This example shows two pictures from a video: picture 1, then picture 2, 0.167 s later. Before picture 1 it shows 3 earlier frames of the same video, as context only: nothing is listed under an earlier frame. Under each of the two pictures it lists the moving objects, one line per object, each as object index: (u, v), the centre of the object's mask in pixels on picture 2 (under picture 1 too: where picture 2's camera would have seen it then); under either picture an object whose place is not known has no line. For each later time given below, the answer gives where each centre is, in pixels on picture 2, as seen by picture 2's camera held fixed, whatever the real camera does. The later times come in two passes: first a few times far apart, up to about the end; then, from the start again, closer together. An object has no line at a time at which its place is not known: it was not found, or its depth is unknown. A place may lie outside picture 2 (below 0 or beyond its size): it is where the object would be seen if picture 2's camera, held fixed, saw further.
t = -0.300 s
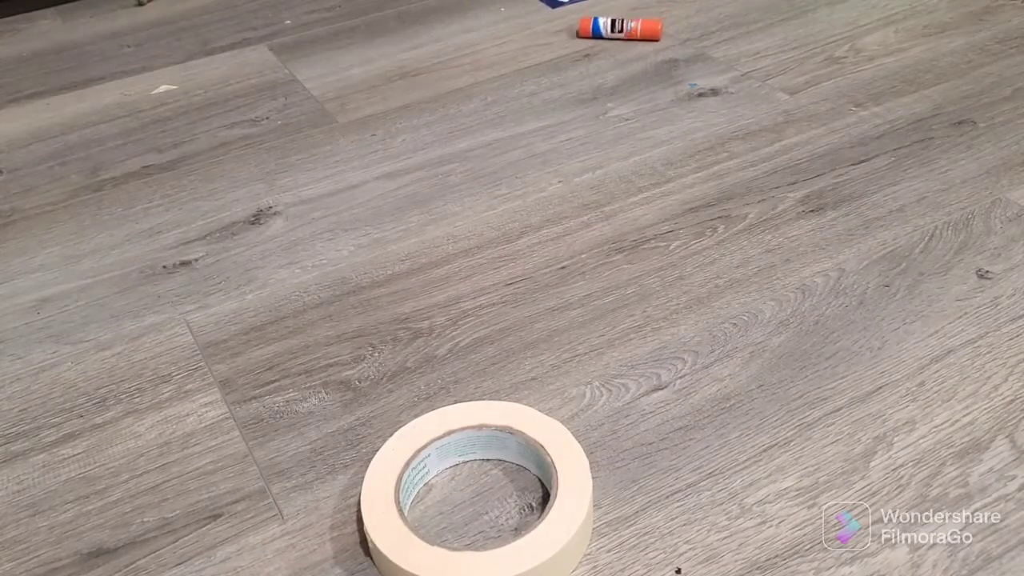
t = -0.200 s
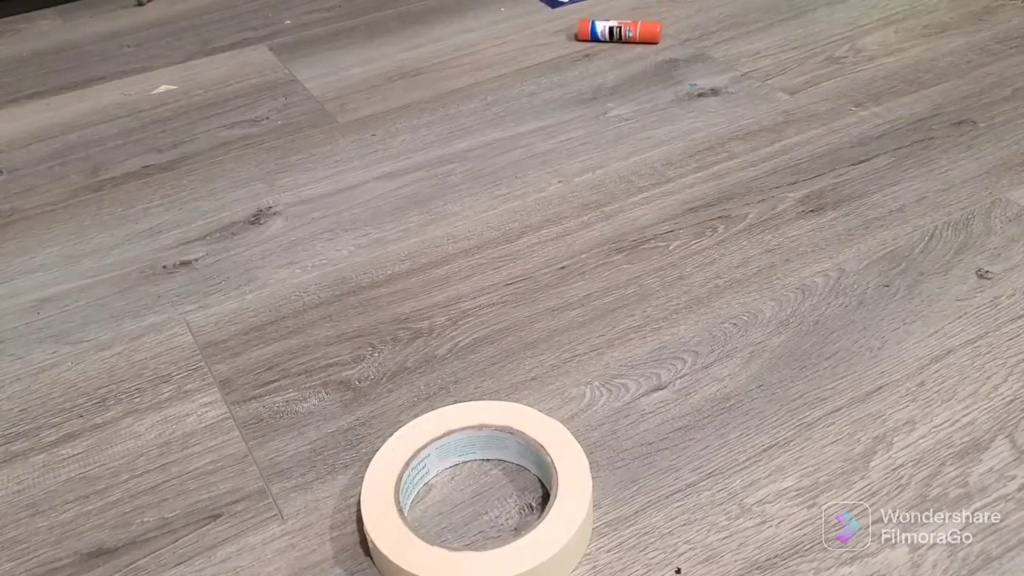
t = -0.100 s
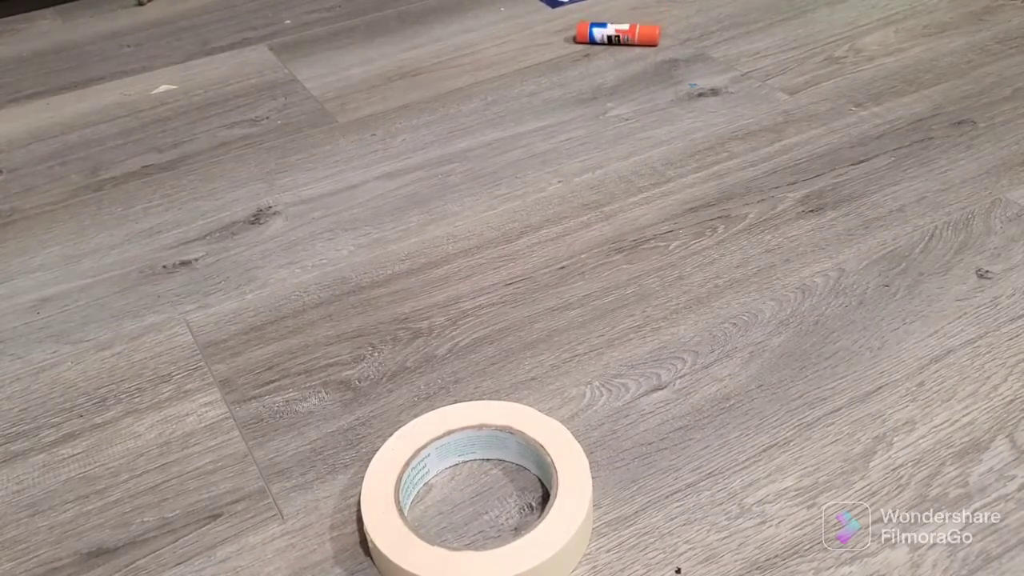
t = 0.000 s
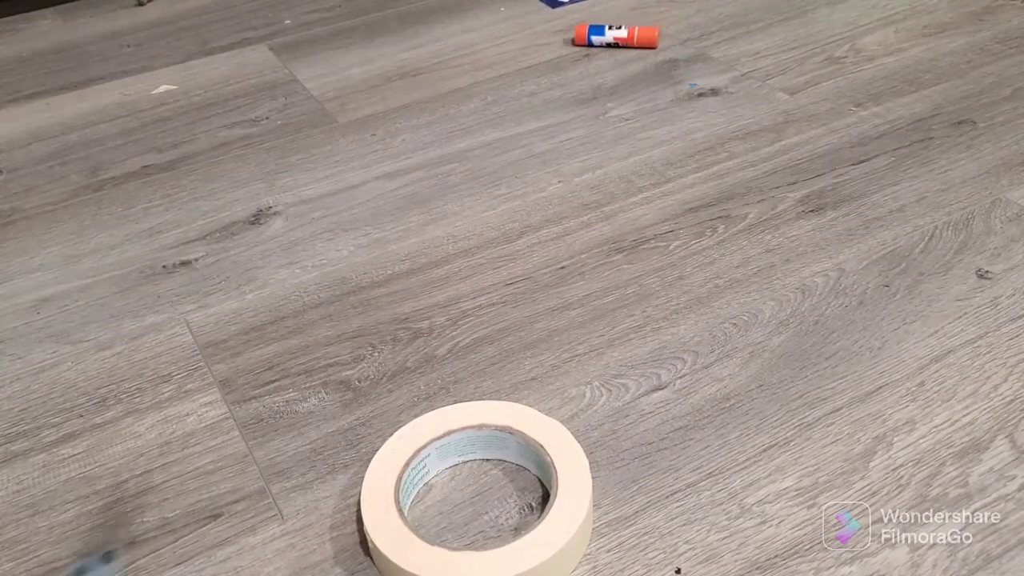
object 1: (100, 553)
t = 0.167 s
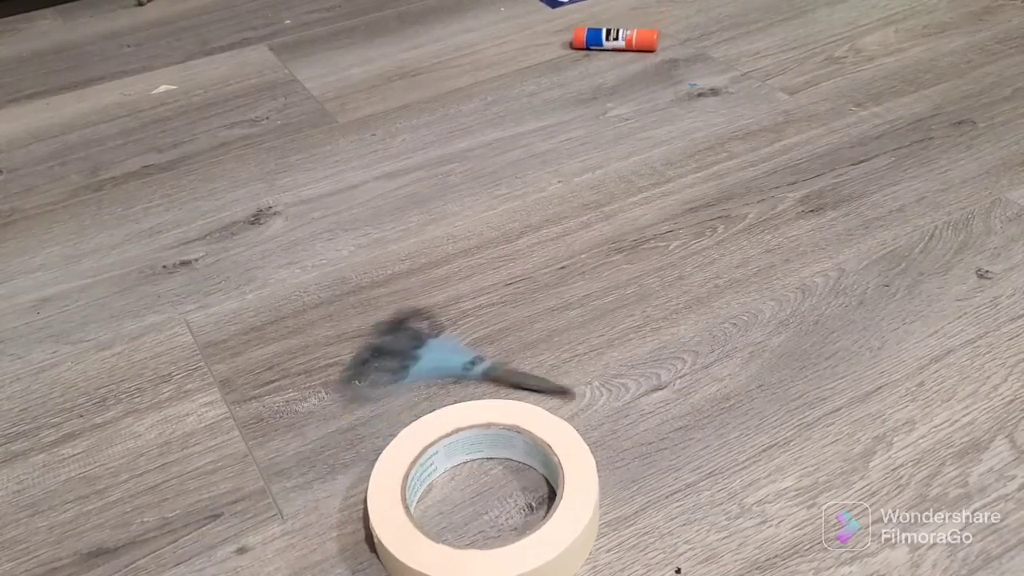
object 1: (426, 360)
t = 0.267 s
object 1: (583, 282)
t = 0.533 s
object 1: (652, 191)
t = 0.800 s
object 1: (705, 209)
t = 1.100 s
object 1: (640, 197)
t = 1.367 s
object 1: (642, 191)
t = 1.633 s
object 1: (642, 191)
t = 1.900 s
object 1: (642, 191)
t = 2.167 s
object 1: (642, 191)
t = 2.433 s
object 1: (641, 191)
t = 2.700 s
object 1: (641, 191)
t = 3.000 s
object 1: (641, 191)
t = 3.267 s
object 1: (641, 191)
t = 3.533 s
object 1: (641, 191)
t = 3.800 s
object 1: (642, 191)
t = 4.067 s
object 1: (642, 191)
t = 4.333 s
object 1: (642, 191)
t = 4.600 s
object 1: (641, 191)
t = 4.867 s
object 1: (641, 191)
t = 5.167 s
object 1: (641, 191)
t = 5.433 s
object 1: (641, 191)
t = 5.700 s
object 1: (642, 191)
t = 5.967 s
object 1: (641, 191)
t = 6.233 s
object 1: (641, 191)
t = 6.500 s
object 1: (641, 191)
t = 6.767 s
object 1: (642, 191)
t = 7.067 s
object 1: (641, 191)
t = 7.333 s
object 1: (642, 191)
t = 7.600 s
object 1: (641, 191)
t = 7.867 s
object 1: (641, 191)
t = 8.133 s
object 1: (641, 191)
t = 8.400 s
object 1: (641, 191)
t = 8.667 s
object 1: (641, 191)
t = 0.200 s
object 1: (480, 323)
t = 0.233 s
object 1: (535, 297)
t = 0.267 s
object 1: (583, 282)
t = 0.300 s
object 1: (608, 274)
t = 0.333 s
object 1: (633, 269)
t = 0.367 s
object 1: (639, 265)
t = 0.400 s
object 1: (630, 256)
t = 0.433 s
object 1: (627, 236)
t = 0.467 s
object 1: (627, 219)
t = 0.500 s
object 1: (644, 202)
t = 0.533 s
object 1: (652, 191)
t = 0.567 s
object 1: (666, 181)
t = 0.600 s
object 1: (685, 176)
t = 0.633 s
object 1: (702, 179)
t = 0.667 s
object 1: (711, 184)
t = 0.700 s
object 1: (714, 190)
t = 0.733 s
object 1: (716, 196)
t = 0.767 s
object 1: (714, 203)
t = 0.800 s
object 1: (705, 209)
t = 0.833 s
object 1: (693, 214)
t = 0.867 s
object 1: (680, 216)
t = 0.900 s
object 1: (668, 216)
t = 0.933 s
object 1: (656, 213)
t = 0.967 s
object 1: (650, 210)
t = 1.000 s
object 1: (645, 206)
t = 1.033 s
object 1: (642, 203)
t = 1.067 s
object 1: (637, 201)
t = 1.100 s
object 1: (640, 197)
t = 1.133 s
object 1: (641, 195)
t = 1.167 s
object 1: (637, 194)
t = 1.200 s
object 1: (636, 193)
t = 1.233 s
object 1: (641, 192)
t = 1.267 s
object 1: (642, 191)
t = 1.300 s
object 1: (642, 191)
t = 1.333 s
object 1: (642, 191)
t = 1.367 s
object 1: (642, 191)
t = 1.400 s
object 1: (641, 191)
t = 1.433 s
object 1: (641, 191)
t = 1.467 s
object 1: (641, 191)
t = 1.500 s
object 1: (641, 191)
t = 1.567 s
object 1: (642, 191)
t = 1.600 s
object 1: (642, 191)
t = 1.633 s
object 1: (642, 191)
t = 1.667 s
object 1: (641, 191)
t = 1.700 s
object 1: (641, 191)
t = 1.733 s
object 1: (642, 191)
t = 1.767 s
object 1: (642, 191)
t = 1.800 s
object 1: (641, 191)
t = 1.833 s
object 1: (642, 191)
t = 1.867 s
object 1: (642, 191)
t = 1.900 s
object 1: (642, 191)
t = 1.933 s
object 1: (642, 191)
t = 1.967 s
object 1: (642, 191)
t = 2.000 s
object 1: (642, 191)
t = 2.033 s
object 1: (642, 191)
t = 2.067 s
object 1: (642, 191)
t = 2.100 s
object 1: (641, 191)
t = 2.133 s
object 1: (642, 191)
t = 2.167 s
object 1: (642, 191)
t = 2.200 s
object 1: (642, 191)
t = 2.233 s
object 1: (641, 191)
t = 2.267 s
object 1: (642, 191)
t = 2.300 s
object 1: (641, 191)
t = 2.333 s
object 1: (641, 191)
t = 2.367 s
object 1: (641, 191)
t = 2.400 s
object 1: (641, 191)
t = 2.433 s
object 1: (641, 191)
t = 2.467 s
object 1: (641, 191)
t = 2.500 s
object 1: (641, 191)
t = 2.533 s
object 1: (641, 191)
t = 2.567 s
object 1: (641, 191)
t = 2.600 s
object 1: (641, 191)
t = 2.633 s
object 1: (641, 191)
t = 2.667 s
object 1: (641, 191)
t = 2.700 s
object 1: (641, 191)
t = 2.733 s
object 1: (641, 191)
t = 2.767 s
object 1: (641, 191)
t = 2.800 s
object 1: (641, 191)
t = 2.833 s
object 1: (641, 191)
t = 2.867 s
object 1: (641, 191)
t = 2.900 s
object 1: (641, 191)
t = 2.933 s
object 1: (641, 191)
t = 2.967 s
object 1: (641, 191)
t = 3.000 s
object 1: (641, 191)
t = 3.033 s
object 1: (641, 191)
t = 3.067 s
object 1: (641, 191)
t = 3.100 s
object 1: (641, 191)
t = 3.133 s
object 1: (641, 191)
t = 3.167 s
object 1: (641, 191)
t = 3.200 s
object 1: (641, 191)
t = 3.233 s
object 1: (641, 191)
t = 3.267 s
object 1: (641, 191)
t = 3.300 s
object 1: (641, 191)
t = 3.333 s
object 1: (641, 191)
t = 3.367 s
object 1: (642, 191)
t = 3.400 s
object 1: (641, 191)
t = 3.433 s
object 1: (641, 191)
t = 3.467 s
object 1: (641, 191)
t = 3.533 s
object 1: (641, 191)
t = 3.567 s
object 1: (641, 191)
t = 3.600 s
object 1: (642, 191)
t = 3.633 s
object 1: (642, 191)
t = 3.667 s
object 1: (641, 191)
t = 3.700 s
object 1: (642, 191)
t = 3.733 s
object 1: (642, 191)
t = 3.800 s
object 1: (642, 191)
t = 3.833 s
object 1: (642, 191)
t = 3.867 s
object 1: (642, 191)
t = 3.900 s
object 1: (642, 191)
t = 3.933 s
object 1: (642, 191)
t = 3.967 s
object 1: (642, 191)
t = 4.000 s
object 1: (642, 191)
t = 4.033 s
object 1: (642, 191)
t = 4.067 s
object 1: (642, 191)
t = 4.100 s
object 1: (642, 191)
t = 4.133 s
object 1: (642, 191)
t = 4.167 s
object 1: (641, 191)
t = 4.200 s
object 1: (641, 191)
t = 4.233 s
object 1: (641, 191)
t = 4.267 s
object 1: (641, 191)
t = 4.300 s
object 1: (642, 191)
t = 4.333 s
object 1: (642, 191)
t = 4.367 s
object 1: (642, 191)
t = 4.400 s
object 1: (642, 191)
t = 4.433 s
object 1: (641, 191)
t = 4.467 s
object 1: (641, 191)
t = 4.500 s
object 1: (641, 191)
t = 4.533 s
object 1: (641, 191)
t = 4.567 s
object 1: (641, 191)
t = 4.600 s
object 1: (641, 191)
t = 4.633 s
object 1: (641, 191)
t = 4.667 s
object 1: (641, 191)
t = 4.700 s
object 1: (641, 191)
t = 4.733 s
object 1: (641, 191)
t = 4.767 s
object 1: (641, 191)
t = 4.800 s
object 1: (641, 191)
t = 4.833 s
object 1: (642, 191)
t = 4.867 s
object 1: (641, 191)
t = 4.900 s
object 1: (641, 191)
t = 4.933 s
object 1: (641, 191)
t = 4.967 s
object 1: (641, 191)
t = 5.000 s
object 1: (641, 191)
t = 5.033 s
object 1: (641, 191)
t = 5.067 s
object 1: (641, 191)
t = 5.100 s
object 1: (641, 191)
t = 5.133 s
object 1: (641, 191)
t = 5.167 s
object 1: (641, 191)
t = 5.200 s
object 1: (641, 191)
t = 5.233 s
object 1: (641, 191)
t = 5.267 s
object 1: (641, 191)
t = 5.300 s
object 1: (641, 191)
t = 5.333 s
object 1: (642, 191)
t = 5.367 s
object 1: (641, 191)
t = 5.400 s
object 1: (641, 191)
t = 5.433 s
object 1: (641, 191)
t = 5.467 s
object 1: (641, 191)
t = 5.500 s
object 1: (641, 191)
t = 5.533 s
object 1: (641, 191)
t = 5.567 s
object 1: (641, 191)
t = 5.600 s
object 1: (641, 191)
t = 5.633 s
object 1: (641, 191)
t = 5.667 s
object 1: (641, 191)
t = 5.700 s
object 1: (642, 191)
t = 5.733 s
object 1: (642, 191)
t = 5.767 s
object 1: (641, 191)
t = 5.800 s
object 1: (641, 191)
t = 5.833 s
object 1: (642, 191)
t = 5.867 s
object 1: (642, 191)
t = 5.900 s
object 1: (642, 191)
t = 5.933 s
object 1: (641, 191)
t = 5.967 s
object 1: (641, 191)
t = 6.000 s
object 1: (641, 191)
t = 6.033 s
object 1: (641, 191)
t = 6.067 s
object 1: (642, 191)
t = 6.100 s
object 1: (641, 191)
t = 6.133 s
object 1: (641, 191)
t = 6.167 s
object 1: (641, 191)
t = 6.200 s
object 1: (641, 191)
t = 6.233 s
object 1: (641, 191)
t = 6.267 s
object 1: (641, 191)
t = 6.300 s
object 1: (641, 191)
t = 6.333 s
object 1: (641, 191)
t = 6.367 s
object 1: (641, 191)
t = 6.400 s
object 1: (641, 191)
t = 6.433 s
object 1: (641, 191)
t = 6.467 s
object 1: (641, 191)
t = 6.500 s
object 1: (641, 191)
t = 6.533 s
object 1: (641, 191)
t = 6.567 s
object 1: (641, 191)
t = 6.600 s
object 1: (641, 191)
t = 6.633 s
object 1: (641, 191)
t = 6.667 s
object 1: (641, 191)
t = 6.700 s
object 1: (641, 191)
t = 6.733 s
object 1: (641, 191)
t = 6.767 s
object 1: (642, 191)
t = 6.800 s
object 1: (641, 191)
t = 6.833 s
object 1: (641, 191)
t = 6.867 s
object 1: (641, 191)
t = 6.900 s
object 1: (641, 191)
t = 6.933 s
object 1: (641, 191)
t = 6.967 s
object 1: (641, 191)
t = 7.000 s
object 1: (641, 191)
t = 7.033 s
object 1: (641, 191)
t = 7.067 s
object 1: (641, 191)
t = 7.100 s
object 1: (641, 191)
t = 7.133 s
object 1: (641, 191)
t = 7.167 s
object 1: (642, 191)
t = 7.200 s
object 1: (642, 191)
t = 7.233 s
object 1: (642, 191)
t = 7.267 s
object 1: (642, 191)
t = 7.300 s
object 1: (642, 191)
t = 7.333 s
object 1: (642, 191)
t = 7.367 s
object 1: (642, 191)
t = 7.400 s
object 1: (642, 191)
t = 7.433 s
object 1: (642, 191)
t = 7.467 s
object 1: (642, 191)
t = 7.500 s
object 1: (641, 191)
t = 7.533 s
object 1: (642, 191)
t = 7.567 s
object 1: (642, 191)
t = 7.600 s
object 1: (641, 191)
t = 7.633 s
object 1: (641, 191)
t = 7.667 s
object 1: (641, 191)
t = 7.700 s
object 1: (642, 191)
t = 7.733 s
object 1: (642, 191)
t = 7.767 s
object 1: (641, 191)
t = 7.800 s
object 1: (641, 191)
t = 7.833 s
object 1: (641, 191)
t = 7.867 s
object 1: (641, 191)
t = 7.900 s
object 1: (641, 191)
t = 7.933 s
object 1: (641, 191)
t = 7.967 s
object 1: (641, 191)
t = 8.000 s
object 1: (641, 191)
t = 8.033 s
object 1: (641, 191)
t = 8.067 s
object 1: (641, 191)
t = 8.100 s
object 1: (641, 191)
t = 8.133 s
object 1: (641, 191)
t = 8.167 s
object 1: (641, 191)
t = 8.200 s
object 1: (642, 191)
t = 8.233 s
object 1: (641, 191)
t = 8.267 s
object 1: (641, 191)
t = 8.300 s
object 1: (641, 191)
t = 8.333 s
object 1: (641, 191)
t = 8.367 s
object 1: (641, 191)
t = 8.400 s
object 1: (641, 191)
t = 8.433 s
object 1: (641, 191)
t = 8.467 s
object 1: (641, 191)
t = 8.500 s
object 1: (641, 191)
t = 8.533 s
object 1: (641, 191)
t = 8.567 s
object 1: (641, 191)
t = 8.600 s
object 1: (641, 191)
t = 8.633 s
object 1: (641, 191)
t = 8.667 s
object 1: (641, 191)
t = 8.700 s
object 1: (641, 191)
